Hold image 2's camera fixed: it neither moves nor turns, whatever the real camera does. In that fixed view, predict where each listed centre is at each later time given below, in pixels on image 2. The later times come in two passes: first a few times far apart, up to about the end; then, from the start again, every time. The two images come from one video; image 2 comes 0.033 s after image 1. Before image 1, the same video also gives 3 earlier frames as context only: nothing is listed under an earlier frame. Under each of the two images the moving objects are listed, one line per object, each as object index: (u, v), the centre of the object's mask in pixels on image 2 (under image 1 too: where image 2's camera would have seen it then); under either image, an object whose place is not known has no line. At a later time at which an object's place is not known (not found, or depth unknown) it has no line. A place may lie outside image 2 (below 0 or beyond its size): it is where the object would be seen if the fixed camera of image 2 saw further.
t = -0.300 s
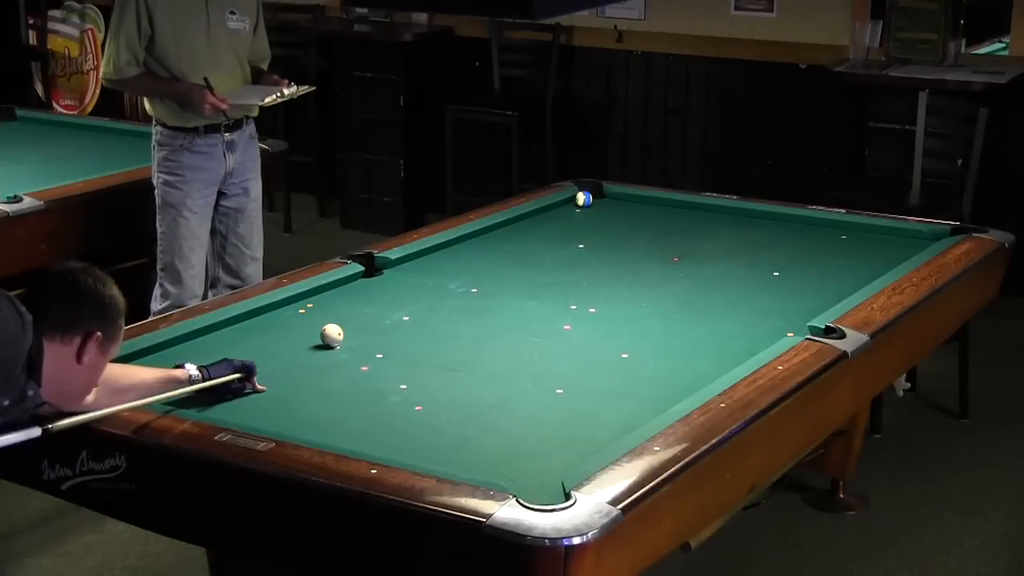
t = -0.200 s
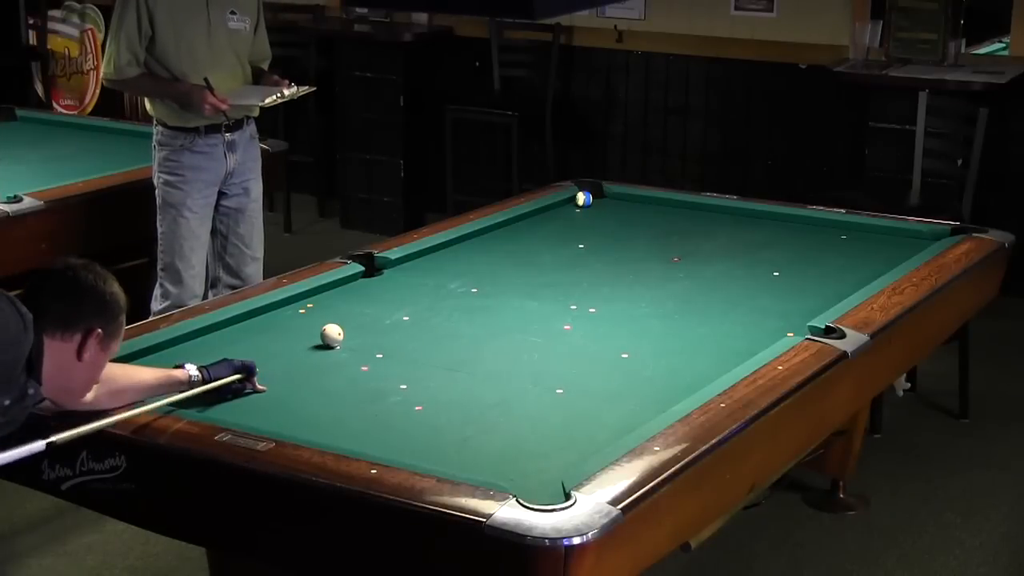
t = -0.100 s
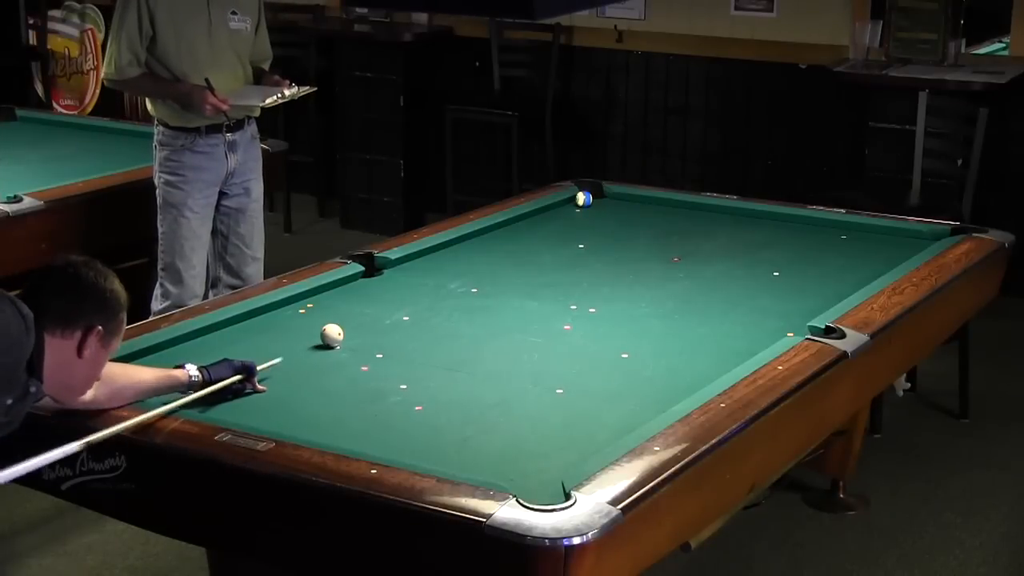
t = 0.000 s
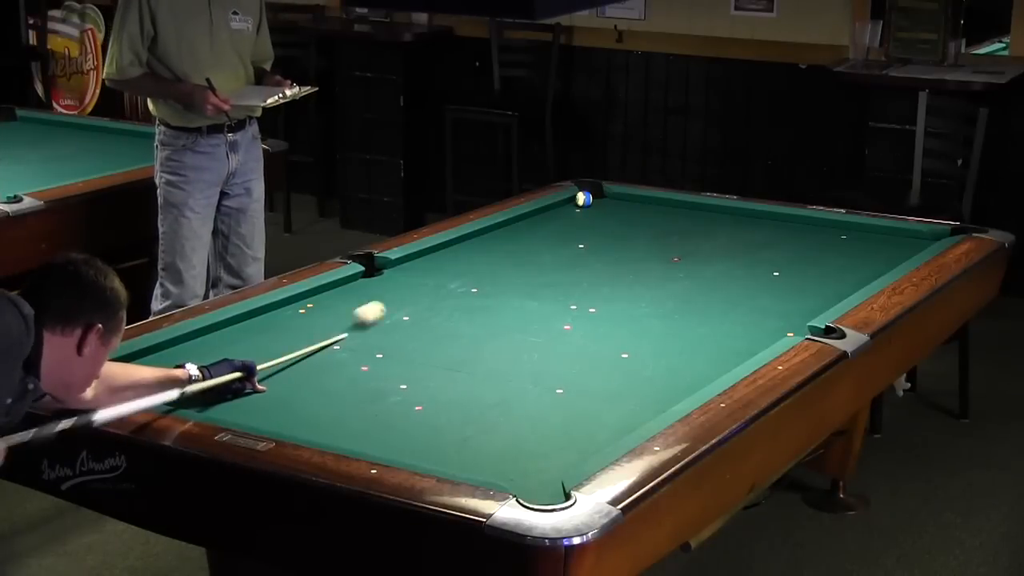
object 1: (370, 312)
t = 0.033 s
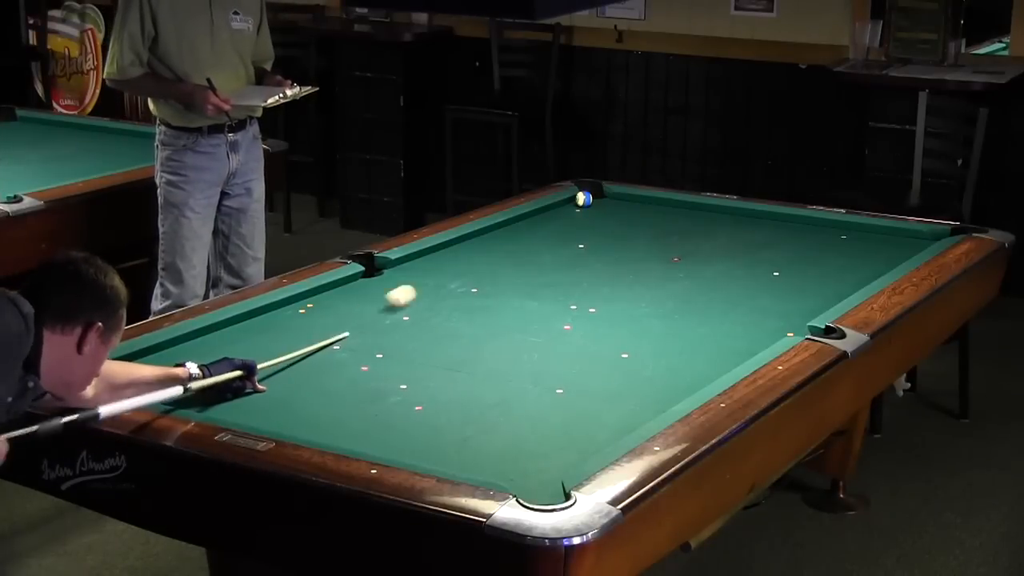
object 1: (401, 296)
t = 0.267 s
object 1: (560, 211)
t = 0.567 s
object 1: (568, 206)
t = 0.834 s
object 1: (557, 211)
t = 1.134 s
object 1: (545, 216)
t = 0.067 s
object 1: (430, 281)
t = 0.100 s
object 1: (456, 267)
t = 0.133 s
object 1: (480, 254)
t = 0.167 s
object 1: (502, 242)
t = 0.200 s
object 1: (523, 231)
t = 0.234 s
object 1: (542, 221)
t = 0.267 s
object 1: (560, 211)
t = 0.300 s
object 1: (577, 202)
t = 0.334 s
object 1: (577, 202)
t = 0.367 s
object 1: (576, 202)
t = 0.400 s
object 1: (575, 203)
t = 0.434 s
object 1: (574, 204)
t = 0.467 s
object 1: (573, 204)
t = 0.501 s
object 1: (571, 205)
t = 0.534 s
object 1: (570, 205)
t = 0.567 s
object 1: (568, 206)
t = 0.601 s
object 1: (567, 207)
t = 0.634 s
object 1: (565, 207)
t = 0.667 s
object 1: (564, 208)
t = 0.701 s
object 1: (563, 208)
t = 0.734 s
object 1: (561, 209)
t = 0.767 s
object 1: (560, 210)
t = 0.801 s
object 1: (558, 210)
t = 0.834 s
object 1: (557, 211)
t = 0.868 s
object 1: (556, 211)
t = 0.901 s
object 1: (554, 212)
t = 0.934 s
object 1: (553, 213)
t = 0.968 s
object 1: (552, 213)
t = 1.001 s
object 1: (550, 214)
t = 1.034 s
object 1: (549, 214)
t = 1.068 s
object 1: (548, 215)
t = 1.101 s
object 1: (546, 215)
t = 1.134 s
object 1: (545, 216)
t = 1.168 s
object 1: (544, 217)
